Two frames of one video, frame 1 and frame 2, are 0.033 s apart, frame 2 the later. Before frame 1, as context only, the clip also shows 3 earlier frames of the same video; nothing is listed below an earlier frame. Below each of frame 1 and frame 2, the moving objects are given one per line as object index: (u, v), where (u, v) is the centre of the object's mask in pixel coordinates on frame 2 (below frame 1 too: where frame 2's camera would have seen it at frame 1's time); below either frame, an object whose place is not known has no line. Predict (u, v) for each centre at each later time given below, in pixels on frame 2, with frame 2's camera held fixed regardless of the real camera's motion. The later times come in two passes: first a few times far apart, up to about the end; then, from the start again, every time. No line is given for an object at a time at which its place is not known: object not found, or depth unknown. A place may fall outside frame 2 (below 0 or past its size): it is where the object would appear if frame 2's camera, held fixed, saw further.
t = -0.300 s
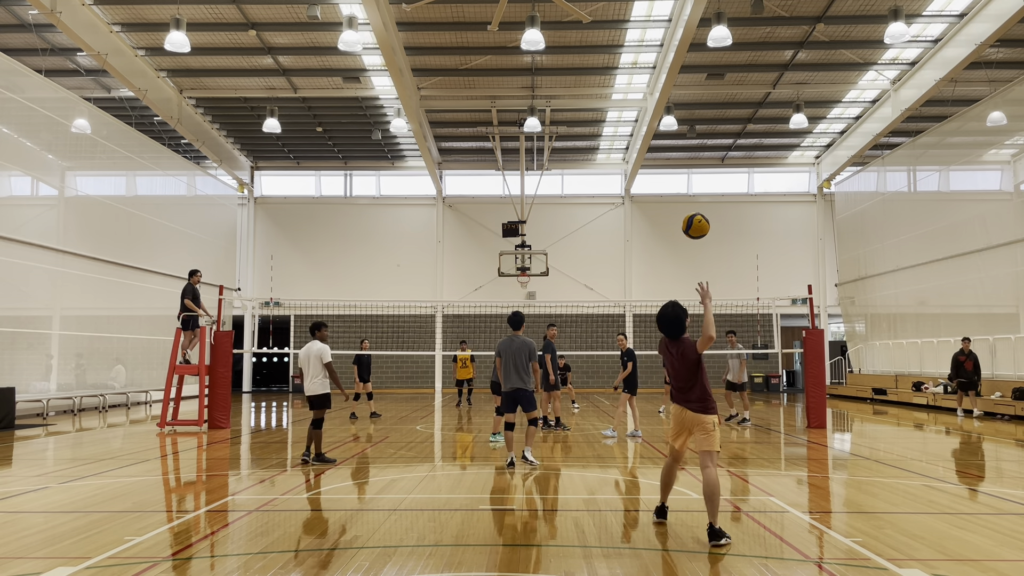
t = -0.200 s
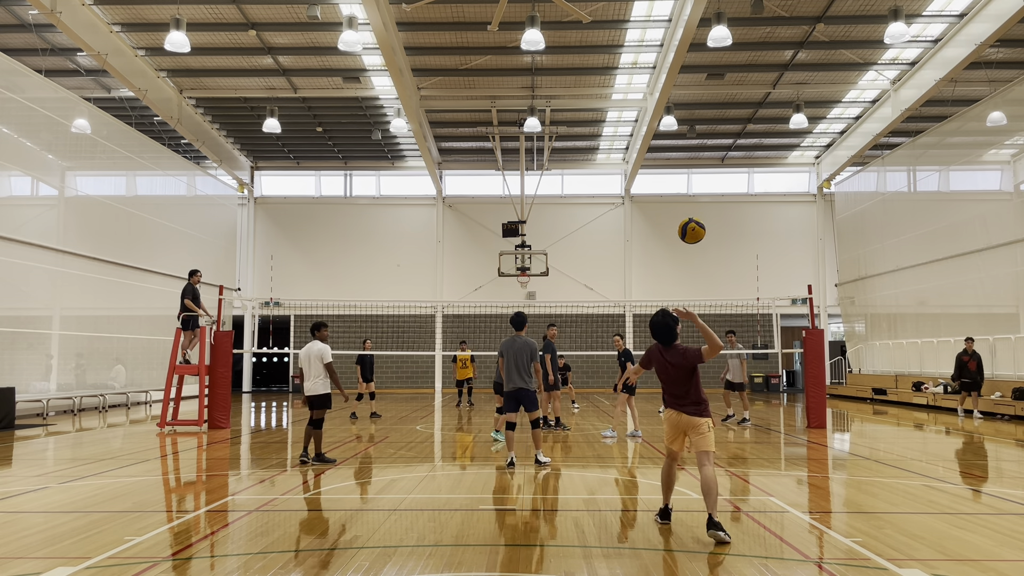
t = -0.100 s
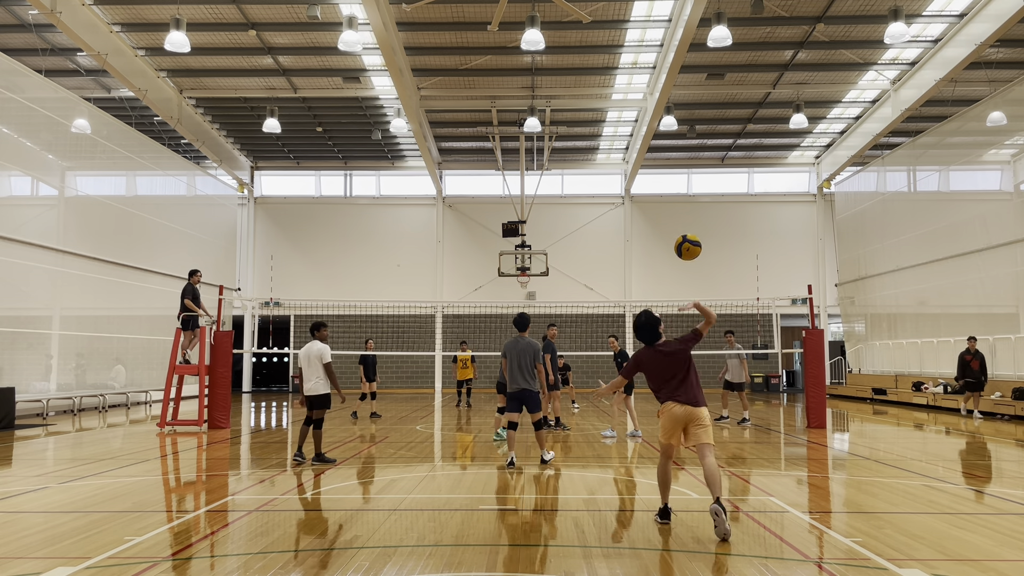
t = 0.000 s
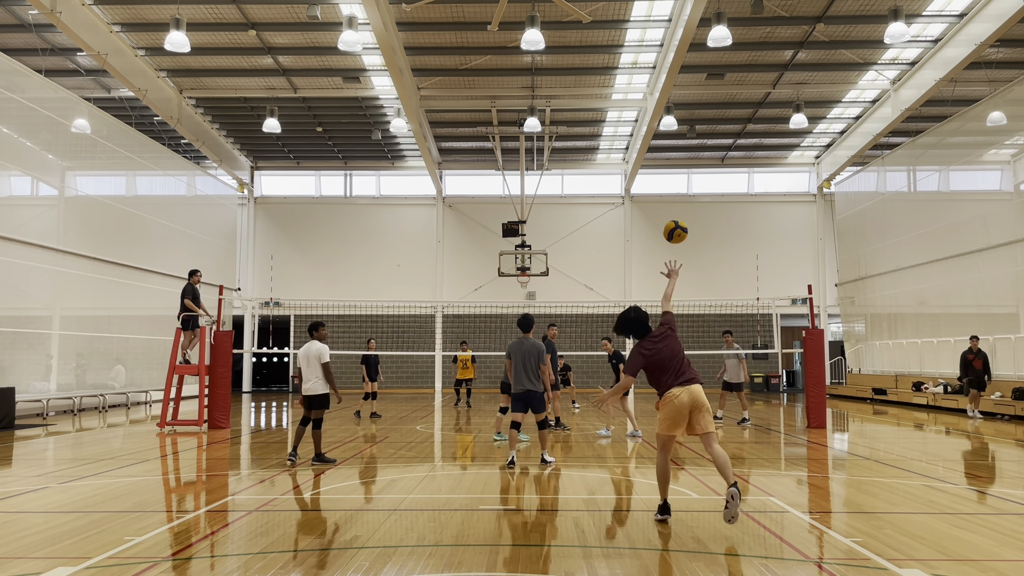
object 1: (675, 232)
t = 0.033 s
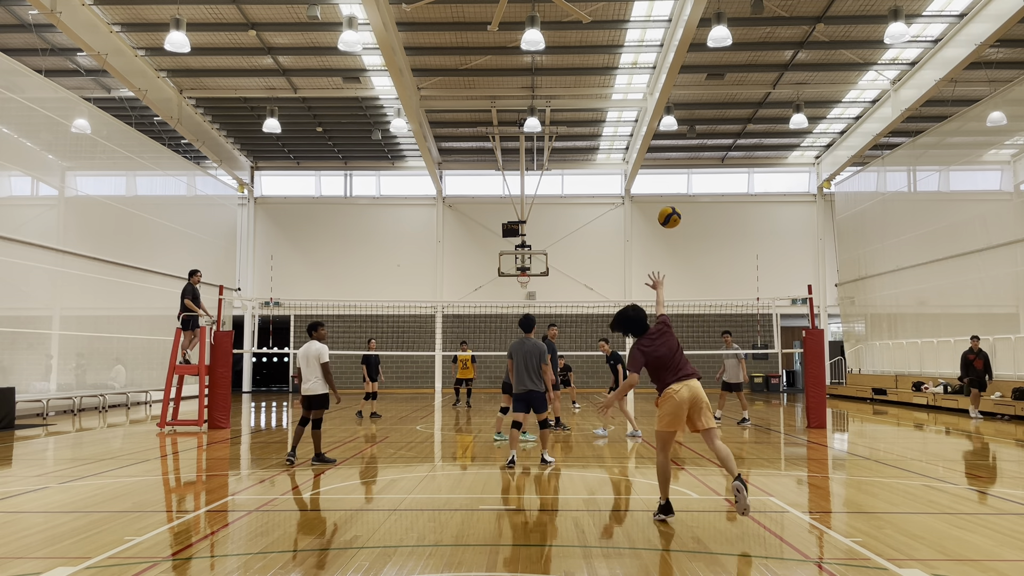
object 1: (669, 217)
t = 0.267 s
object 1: (640, 172)
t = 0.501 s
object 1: (622, 177)
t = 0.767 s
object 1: (609, 213)
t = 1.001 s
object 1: (596, 261)
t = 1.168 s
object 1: (588, 301)
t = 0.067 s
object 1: (664, 205)
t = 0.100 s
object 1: (659, 195)
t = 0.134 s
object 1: (655, 187)
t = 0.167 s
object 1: (651, 181)
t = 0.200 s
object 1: (647, 176)
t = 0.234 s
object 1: (644, 173)
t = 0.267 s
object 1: (640, 172)
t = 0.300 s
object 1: (637, 170)
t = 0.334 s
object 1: (634, 170)
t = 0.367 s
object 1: (632, 170)
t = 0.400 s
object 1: (629, 171)
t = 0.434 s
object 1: (626, 172)
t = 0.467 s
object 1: (624, 174)
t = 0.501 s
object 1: (622, 177)
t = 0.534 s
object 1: (620, 180)
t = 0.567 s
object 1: (618, 184)
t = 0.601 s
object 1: (617, 188)
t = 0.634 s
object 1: (615, 192)
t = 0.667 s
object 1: (614, 197)
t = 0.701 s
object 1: (612, 202)
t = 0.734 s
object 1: (610, 208)
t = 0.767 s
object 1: (609, 213)
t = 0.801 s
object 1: (607, 219)
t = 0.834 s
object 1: (605, 226)
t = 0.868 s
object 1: (604, 232)
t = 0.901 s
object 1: (602, 239)
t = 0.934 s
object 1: (600, 247)
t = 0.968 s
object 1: (598, 254)
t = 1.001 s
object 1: (596, 261)
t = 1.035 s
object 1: (595, 269)
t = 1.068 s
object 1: (593, 277)
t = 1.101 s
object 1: (591, 285)
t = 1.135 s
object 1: (590, 293)
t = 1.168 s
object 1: (588, 301)
